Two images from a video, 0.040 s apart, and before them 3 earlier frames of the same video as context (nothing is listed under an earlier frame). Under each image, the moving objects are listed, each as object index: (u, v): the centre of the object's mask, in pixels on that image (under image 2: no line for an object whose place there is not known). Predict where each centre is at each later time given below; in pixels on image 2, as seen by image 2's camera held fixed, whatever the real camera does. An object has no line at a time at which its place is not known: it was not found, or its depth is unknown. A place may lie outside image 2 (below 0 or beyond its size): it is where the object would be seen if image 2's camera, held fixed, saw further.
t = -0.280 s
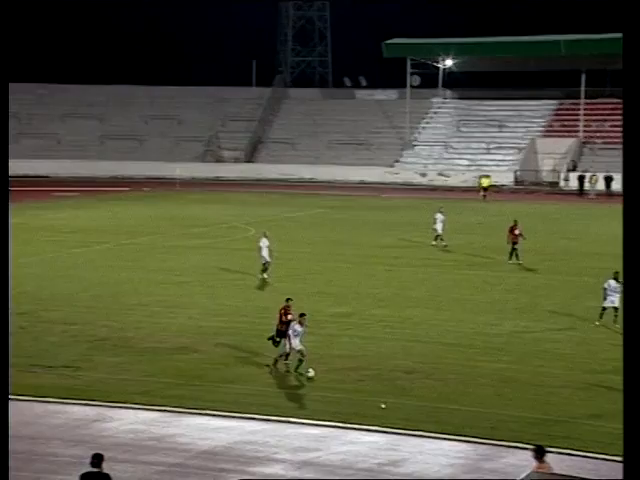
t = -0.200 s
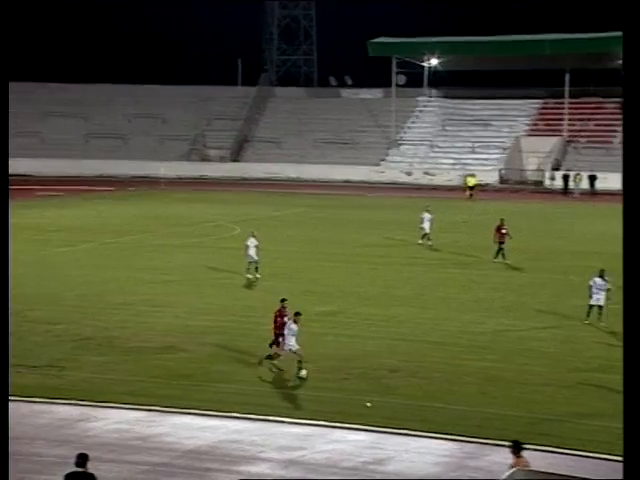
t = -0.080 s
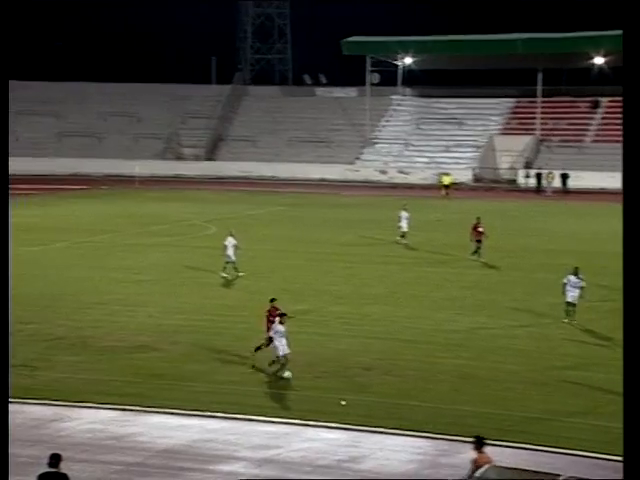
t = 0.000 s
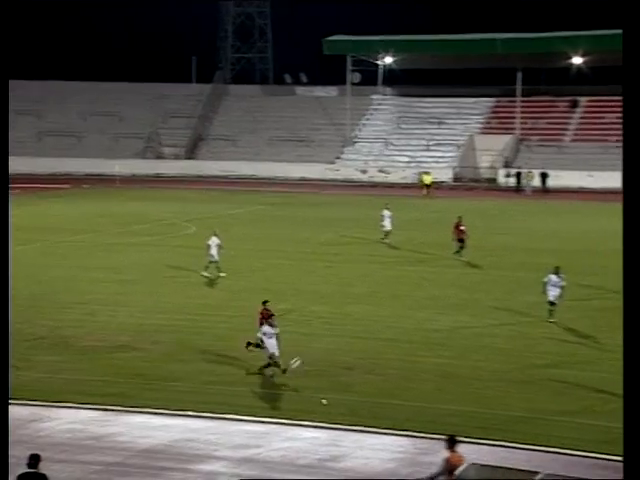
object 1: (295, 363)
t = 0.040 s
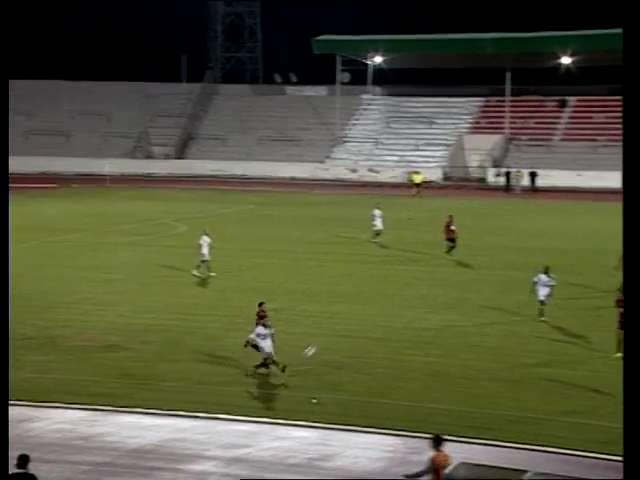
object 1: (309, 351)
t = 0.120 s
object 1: (360, 329)
